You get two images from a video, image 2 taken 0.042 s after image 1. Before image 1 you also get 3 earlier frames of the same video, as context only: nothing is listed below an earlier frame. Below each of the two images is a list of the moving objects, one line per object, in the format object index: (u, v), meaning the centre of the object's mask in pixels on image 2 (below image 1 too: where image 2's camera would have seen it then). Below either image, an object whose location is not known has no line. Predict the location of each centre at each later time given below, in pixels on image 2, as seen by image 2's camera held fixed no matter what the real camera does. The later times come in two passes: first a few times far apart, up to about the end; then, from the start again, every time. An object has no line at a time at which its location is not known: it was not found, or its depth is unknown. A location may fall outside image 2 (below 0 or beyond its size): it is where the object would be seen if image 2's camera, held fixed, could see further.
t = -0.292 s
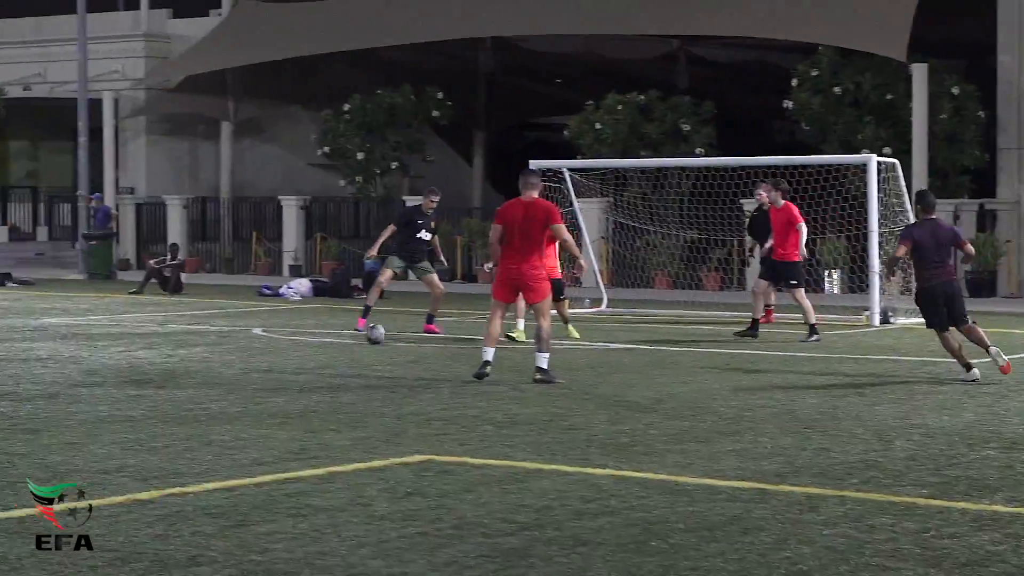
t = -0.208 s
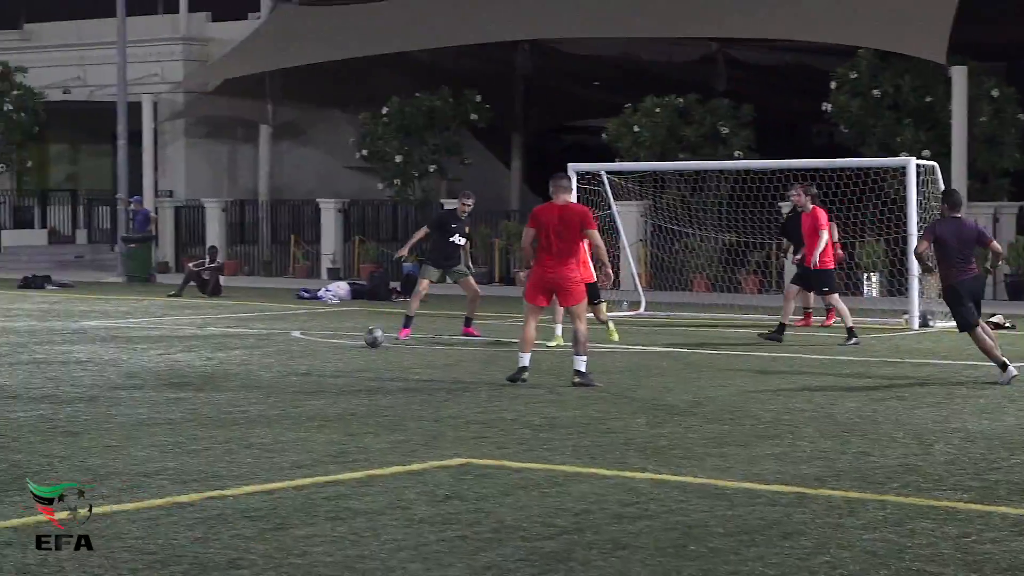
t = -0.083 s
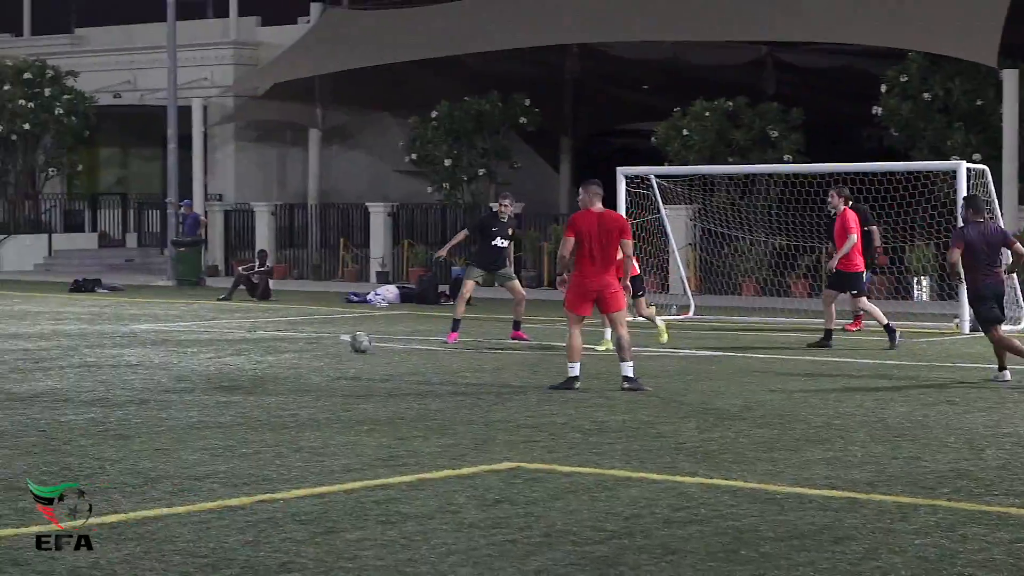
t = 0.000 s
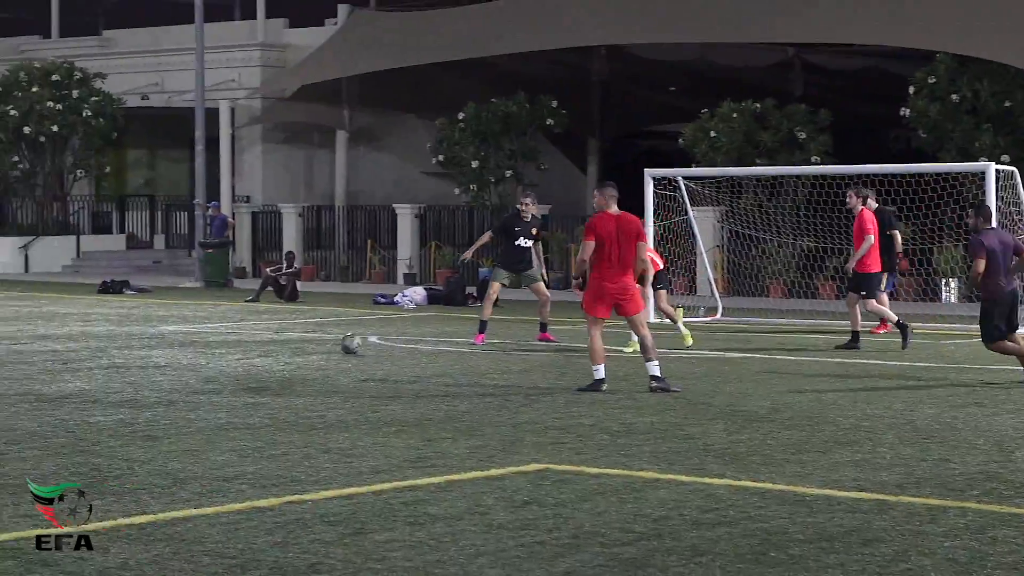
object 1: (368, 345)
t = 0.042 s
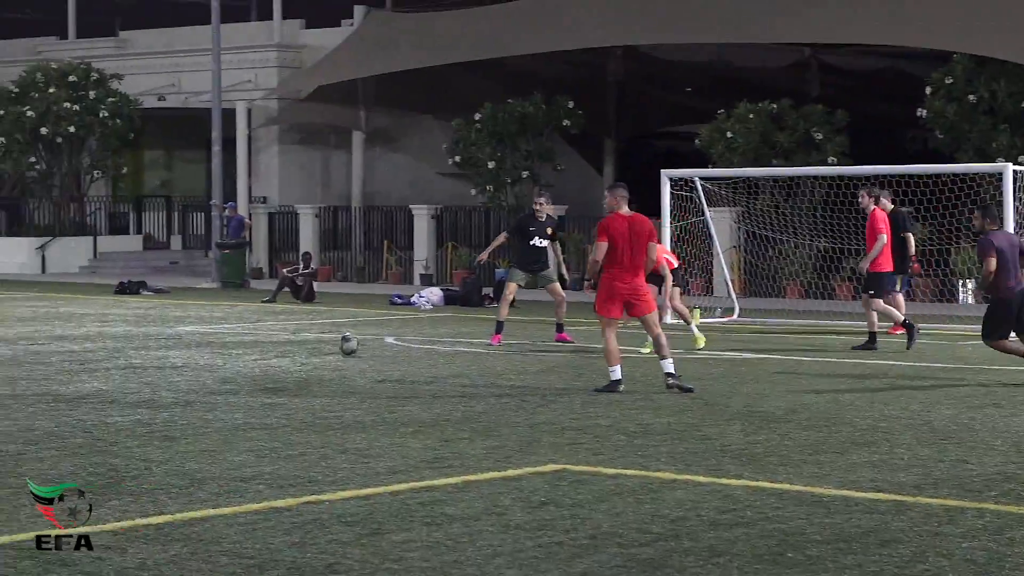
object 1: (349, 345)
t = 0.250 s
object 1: (248, 347)
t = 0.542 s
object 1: (108, 345)
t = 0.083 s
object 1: (330, 344)
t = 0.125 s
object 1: (307, 346)
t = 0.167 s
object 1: (288, 345)
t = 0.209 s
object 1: (268, 346)
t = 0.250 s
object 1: (248, 347)
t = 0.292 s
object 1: (229, 348)
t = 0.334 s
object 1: (210, 347)
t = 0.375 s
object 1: (185, 347)
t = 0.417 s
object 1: (166, 349)
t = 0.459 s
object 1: (147, 346)
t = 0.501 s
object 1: (128, 344)
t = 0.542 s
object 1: (108, 345)
